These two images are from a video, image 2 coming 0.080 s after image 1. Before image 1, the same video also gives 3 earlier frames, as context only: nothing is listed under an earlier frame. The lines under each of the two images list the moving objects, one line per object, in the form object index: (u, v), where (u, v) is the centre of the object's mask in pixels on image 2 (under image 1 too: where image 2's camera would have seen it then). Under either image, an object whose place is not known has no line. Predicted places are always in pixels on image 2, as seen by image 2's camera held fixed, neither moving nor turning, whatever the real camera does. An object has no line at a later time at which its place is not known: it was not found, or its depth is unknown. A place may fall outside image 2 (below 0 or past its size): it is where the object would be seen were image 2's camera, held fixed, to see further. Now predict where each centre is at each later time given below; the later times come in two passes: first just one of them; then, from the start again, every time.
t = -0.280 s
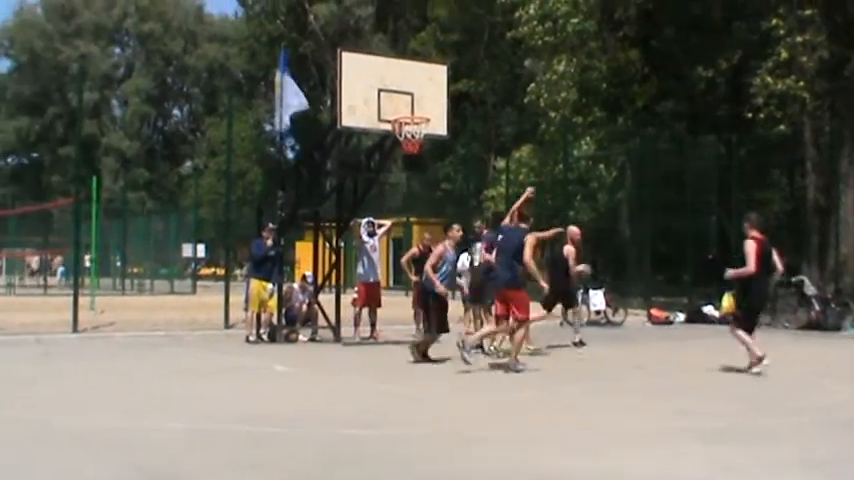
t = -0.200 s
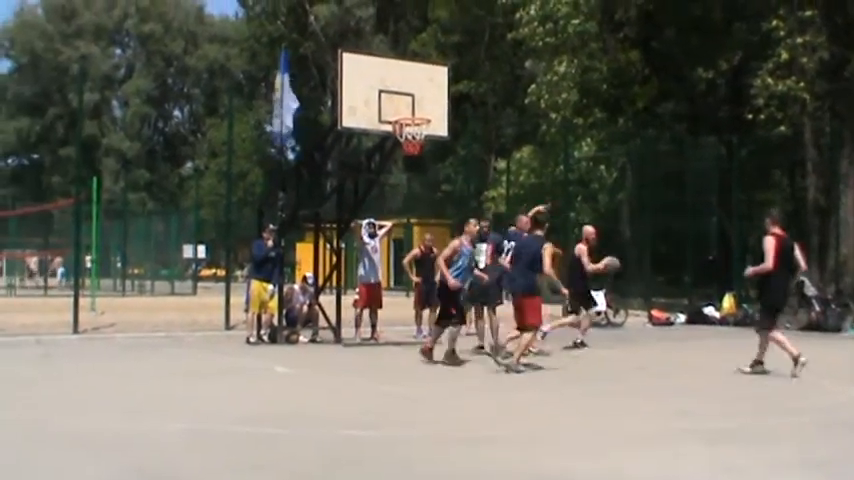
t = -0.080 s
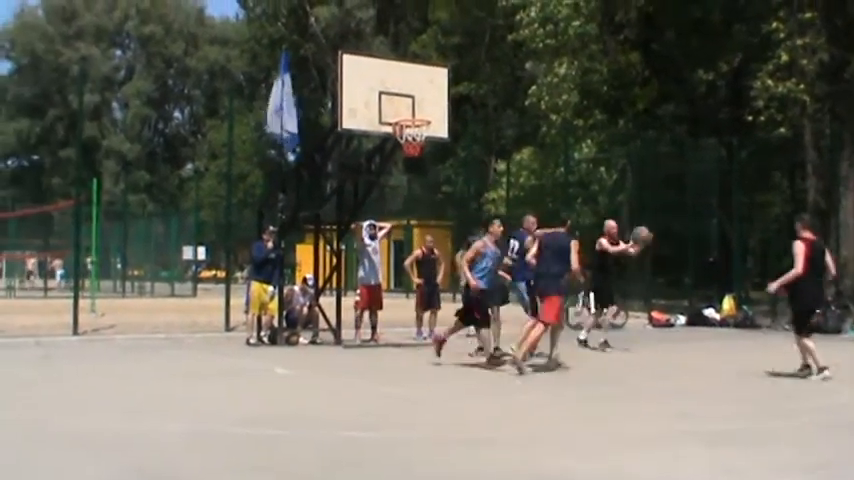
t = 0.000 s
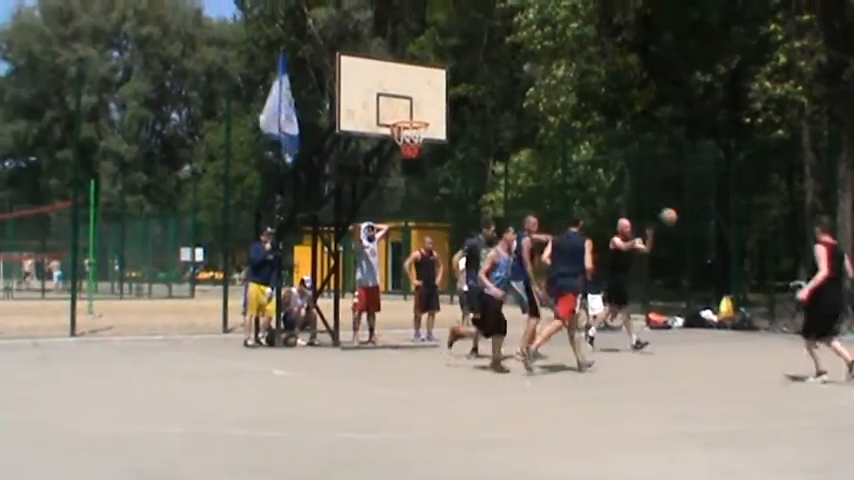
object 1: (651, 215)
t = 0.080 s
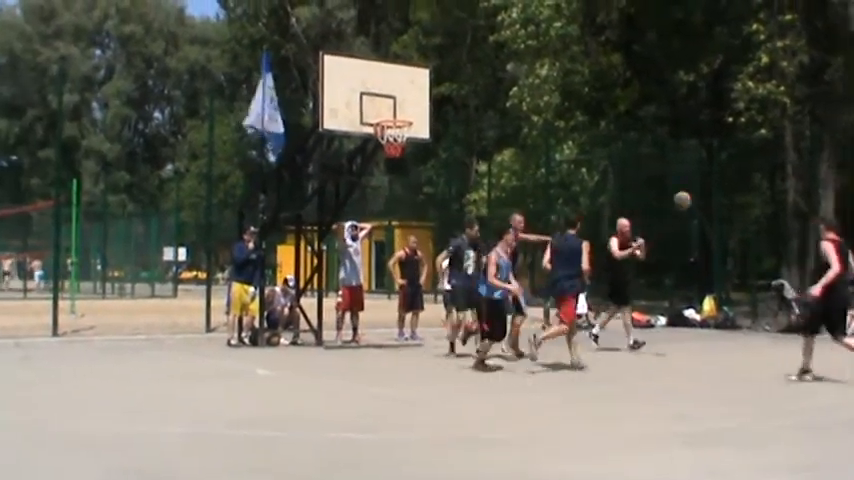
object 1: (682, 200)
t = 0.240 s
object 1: (751, 180)
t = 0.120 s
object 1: (699, 194)
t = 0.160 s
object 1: (716, 188)
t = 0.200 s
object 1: (733, 183)
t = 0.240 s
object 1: (751, 180)
